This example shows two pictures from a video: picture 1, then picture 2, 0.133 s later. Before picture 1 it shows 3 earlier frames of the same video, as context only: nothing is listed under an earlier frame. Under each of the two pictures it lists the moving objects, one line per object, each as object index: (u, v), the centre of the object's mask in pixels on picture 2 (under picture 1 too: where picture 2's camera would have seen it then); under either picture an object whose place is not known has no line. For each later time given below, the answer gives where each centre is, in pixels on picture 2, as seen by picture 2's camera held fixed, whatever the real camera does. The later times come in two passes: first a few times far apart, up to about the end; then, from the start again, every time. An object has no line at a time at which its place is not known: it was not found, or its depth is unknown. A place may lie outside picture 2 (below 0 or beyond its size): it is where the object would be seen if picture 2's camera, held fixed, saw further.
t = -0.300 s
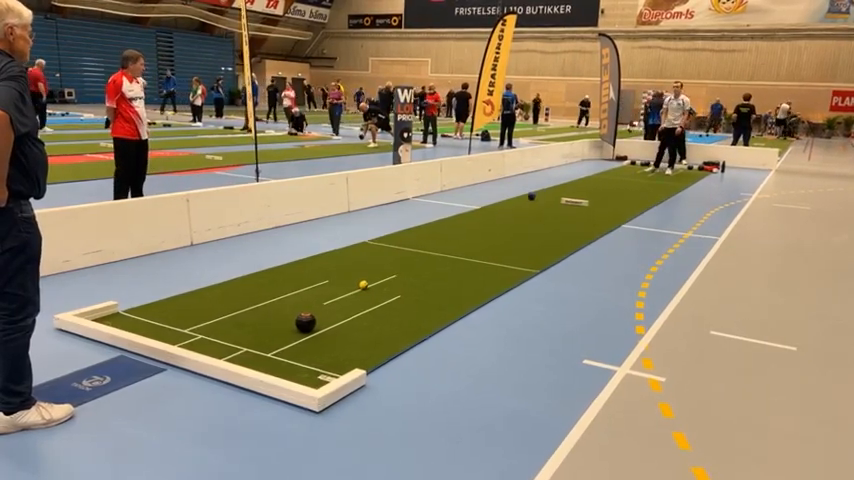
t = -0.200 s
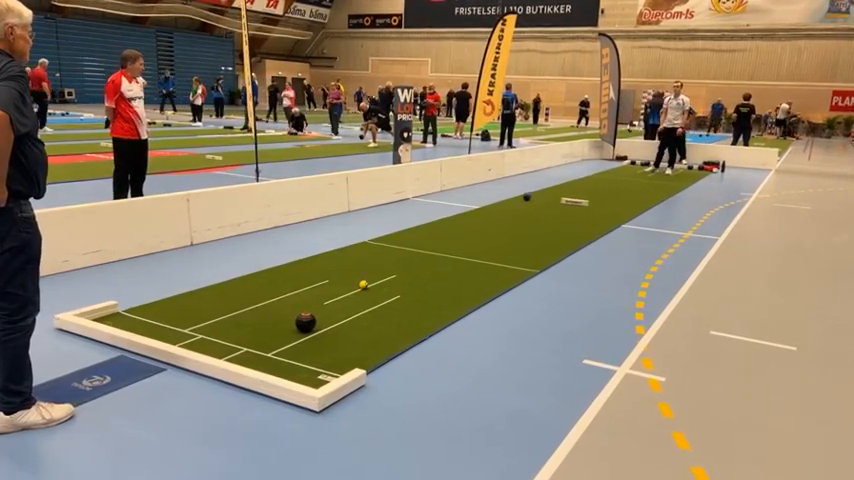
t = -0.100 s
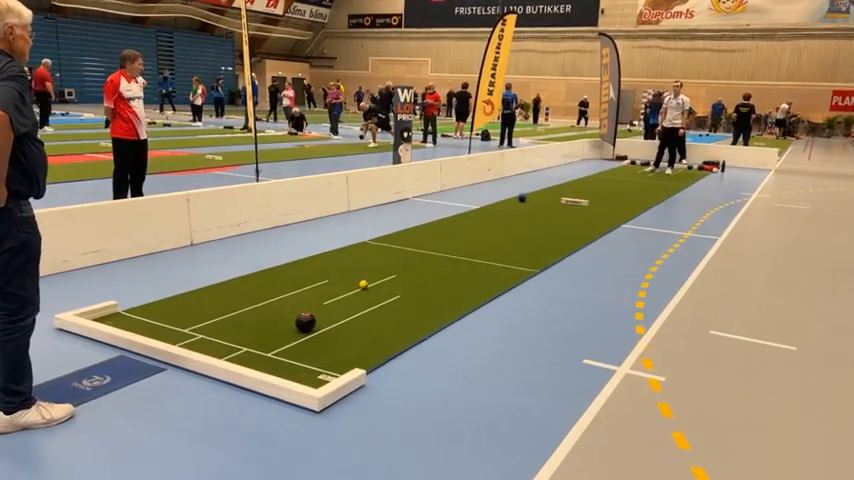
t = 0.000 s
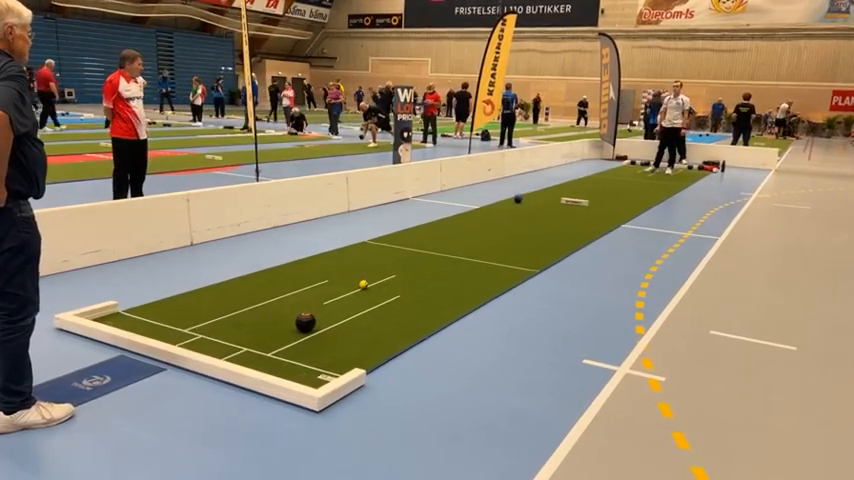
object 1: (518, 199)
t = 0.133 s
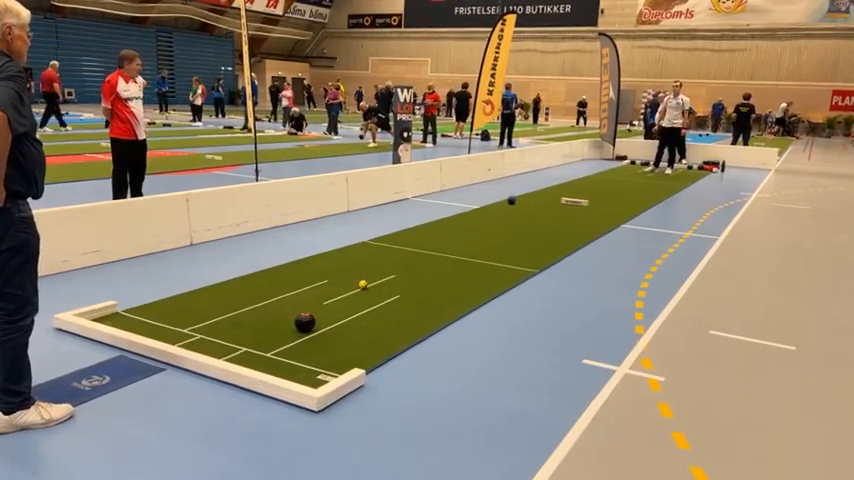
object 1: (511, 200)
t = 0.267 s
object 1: (505, 202)
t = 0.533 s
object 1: (493, 205)
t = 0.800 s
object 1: (481, 209)
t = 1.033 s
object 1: (470, 212)
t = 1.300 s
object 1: (459, 215)
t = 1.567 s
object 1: (446, 219)
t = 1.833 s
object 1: (435, 223)
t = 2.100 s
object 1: (424, 228)
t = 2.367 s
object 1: (413, 233)
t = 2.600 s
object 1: (403, 237)
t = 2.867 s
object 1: (393, 242)
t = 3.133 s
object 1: (384, 247)
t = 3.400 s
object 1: (375, 251)
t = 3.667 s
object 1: (367, 256)
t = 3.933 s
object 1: (360, 261)
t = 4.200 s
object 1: (353, 266)
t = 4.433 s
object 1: (348, 270)
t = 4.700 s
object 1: (343, 275)
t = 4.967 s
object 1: (339, 280)
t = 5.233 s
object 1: (336, 284)
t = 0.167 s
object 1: (510, 201)
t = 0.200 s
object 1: (508, 201)
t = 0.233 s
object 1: (506, 201)
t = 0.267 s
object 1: (505, 202)
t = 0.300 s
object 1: (504, 202)
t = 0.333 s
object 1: (502, 203)
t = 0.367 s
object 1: (501, 203)
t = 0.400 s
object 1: (499, 204)
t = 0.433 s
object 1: (498, 204)
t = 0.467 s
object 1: (496, 204)
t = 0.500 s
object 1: (495, 205)
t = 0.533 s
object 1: (493, 205)
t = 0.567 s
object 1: (492, 206)
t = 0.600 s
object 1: (490, 206)
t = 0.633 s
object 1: (489, 207)
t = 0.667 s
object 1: (488, 207)
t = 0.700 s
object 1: (486, 207)
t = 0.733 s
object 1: (484, 208)
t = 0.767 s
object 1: (483, 208)
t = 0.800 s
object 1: (481, 209)
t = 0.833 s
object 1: (480, 209)
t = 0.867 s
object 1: (478, 210)
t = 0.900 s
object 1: (477, 210)
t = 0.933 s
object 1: (475, 211)
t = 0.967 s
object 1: (474, 211)
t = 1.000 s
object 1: (472, 212)
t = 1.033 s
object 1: (470, 212)
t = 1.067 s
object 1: (469, 212)
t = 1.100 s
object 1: (468, 213)
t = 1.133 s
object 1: (466, 213)
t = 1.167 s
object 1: (464, 214)
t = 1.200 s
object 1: (463, 214)
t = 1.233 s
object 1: (461, 215)
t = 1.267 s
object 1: (460, 215)
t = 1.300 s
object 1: (459, 215)
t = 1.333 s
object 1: (457, 216)
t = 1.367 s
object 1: (455, 216)
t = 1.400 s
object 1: (454, 217)
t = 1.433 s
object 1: (452, 217)
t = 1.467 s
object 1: (451, 218)
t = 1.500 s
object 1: (450, 218)
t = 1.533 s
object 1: (448, 219)
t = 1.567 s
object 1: (446, 219)
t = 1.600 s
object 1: (445, 220)
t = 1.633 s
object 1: (444, 220)
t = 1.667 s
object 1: (442, 221)
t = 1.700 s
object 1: (441, 221)
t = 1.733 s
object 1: (439, 222)
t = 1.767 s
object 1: (438, 222)
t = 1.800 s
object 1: (436, 223)
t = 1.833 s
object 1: (435, 223)
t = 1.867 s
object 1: (434, 224)
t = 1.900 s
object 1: (432, 225)
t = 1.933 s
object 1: (431, 225)
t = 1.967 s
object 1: (429, 226)
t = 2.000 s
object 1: (428, 226)
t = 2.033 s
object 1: (426, 227)
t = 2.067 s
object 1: (425, 227)
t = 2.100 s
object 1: (424, 228)
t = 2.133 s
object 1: (422, 228)
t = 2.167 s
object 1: (421, 229)
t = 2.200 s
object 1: (419, 230)
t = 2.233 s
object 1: (418, 230)
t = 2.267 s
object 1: (417, 231)
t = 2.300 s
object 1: (415, 231)
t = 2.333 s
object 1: (414, 232)
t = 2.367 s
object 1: (413, 233)
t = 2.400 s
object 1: (411, 234)
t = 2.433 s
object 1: (410, 234)
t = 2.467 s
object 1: (409, 235)
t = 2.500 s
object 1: (407, 235)
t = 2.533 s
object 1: (406, 236)
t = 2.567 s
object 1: (405, 237)
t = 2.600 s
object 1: (403, 237)
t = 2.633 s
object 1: (402, 237)
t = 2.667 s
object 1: (401, 238)
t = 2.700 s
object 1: (400, 238)
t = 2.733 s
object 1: (399, 239)
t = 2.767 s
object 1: (397, 239)
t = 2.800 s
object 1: (396, 240)
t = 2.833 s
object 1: (395, 241)
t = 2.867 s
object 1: (393, 242)
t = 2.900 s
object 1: (392, 242)
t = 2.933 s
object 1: (391, 243)
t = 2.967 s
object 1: (390, 243)
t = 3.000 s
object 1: (389, 244)
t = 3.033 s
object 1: (387, 244)
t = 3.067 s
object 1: (387, 245)
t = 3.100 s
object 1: (385, 246)
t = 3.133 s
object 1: (384, 247)
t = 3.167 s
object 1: (383, 247)
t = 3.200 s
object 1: (382, 247)
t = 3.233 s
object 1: (381, 249)
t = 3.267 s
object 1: (379, 249)
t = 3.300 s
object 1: (378, 250)
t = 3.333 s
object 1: (377, 251)
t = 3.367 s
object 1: (376, 251)
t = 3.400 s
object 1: (375, 251)
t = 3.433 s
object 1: (374, 253)
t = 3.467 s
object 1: (373, 253)
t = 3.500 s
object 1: (372, 253)
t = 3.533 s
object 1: (371, 254)
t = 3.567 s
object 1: (370, 254)
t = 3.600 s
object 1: (369, 255)
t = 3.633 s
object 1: (368, 256)
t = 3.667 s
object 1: (367, 256)
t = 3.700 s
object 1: (366, 257)
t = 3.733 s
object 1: (366, 257)
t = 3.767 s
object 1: (365, 258)
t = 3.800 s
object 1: (363, 259)
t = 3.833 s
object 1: (363, 260)
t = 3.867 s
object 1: (362, 260)
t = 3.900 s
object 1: (361, 260)
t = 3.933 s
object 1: (360, 261)
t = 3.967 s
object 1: (359, 262)
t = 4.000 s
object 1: (358, 263)
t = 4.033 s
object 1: (358, 263)
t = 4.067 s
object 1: (357, 264)
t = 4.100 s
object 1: (356, 264)
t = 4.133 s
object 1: (355, 265)
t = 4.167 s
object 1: (354, 266)
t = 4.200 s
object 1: (353, 266)
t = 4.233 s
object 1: (353, 267)
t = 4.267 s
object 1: (352, 267)
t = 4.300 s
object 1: (351, 268)
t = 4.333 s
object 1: (350, 269)
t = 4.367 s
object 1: (350, 269)
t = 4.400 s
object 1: (349, 270)
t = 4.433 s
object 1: (348, 270)
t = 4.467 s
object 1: (348, 271)
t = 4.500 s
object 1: (347, 272)
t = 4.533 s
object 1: (346, 272)
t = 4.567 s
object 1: (346, 273)
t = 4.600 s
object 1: (345, 273)
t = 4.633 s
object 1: (344, 274)
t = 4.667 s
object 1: (344, 275)
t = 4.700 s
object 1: (343, 275)
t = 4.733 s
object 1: (343, 276)
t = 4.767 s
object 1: (342, 277)
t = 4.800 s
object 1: (342, 277)
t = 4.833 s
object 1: (341, 278)
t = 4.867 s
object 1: (341, 278)
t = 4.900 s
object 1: (340, 279)
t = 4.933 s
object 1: (339, 280)
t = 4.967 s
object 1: (339, 280)
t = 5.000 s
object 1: (339, 281)
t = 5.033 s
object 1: (338, 281)
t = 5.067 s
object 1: (338, 282)
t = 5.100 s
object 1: (338, 282)
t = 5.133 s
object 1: (337, 283)
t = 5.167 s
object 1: (337, 283)
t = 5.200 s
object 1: (336, 284)
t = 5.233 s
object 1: (336, 284)
